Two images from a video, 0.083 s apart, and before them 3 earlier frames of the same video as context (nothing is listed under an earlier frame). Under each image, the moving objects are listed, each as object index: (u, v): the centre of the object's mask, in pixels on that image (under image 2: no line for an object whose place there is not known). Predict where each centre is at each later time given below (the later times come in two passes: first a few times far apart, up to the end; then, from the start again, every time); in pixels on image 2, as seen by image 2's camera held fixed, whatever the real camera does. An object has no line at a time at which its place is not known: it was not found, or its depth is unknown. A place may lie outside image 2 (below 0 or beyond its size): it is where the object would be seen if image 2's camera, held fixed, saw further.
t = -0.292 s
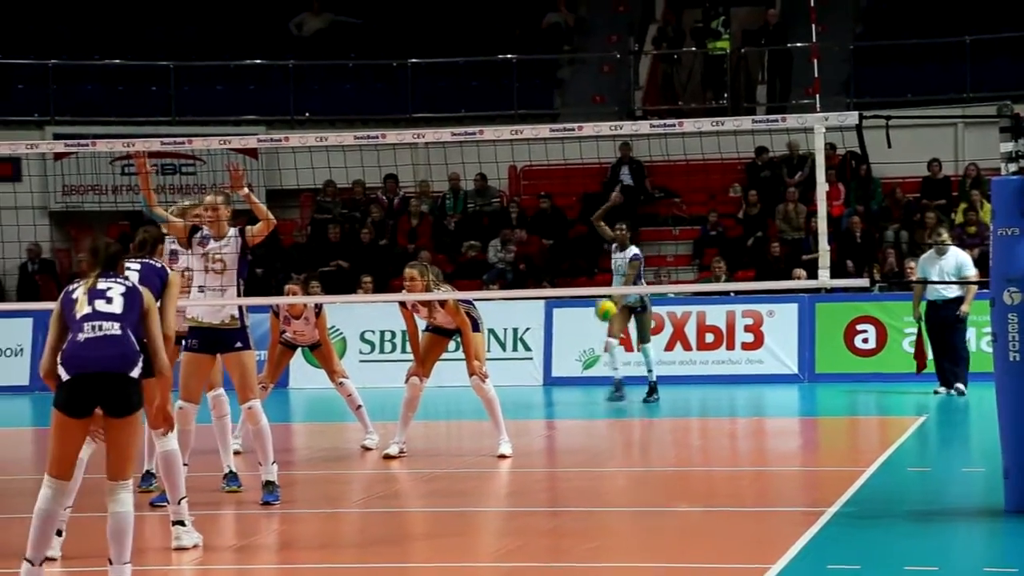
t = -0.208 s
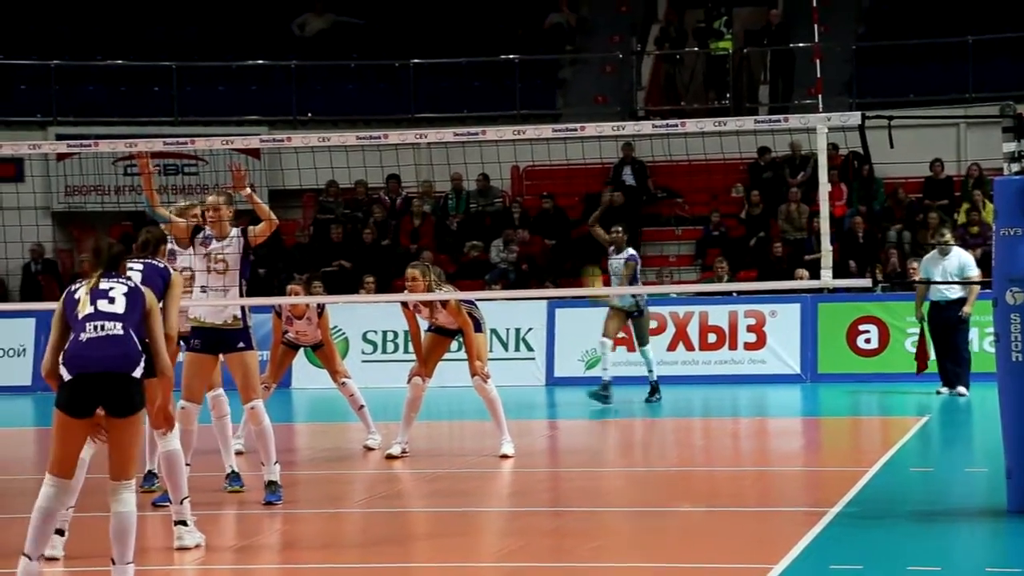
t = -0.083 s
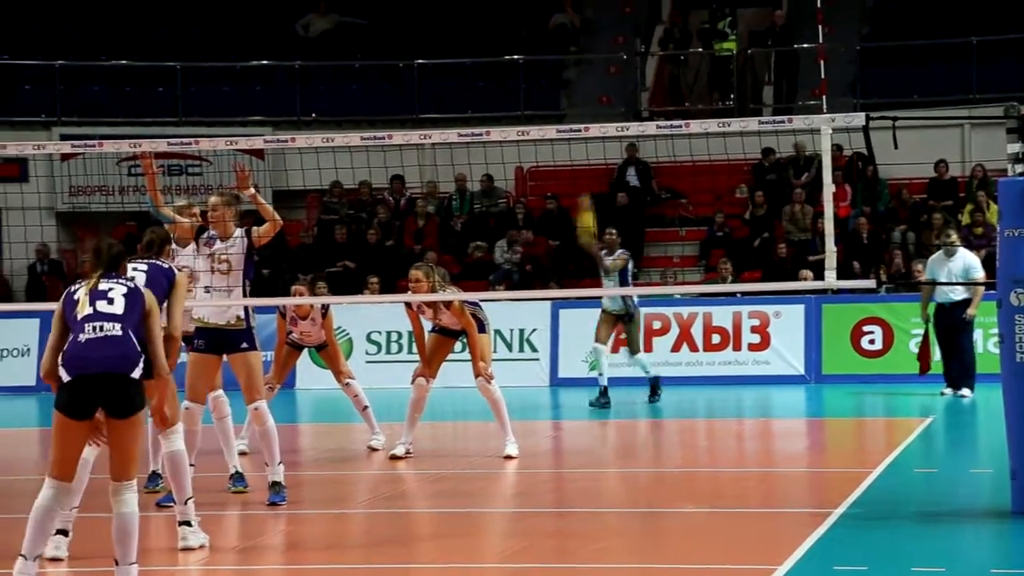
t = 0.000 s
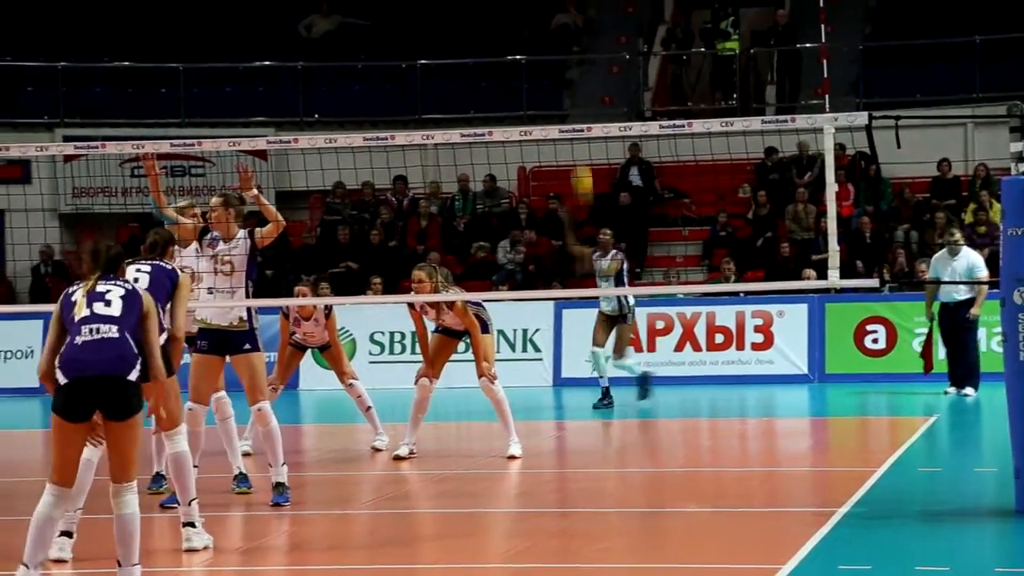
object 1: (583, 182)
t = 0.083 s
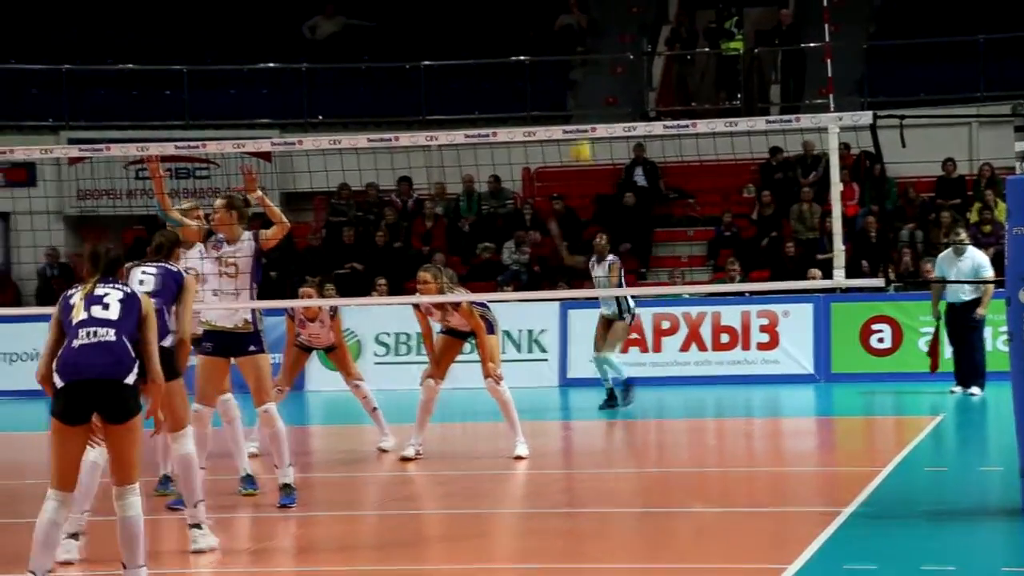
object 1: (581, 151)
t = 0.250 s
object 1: (566, 109)
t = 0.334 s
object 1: (563, 99)
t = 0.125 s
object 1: (576, 145)
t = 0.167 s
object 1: (570, 123)
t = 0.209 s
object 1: (569, 116)
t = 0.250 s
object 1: (566, 109)
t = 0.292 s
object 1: (565, 103)
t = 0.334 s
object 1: (563, 99)
